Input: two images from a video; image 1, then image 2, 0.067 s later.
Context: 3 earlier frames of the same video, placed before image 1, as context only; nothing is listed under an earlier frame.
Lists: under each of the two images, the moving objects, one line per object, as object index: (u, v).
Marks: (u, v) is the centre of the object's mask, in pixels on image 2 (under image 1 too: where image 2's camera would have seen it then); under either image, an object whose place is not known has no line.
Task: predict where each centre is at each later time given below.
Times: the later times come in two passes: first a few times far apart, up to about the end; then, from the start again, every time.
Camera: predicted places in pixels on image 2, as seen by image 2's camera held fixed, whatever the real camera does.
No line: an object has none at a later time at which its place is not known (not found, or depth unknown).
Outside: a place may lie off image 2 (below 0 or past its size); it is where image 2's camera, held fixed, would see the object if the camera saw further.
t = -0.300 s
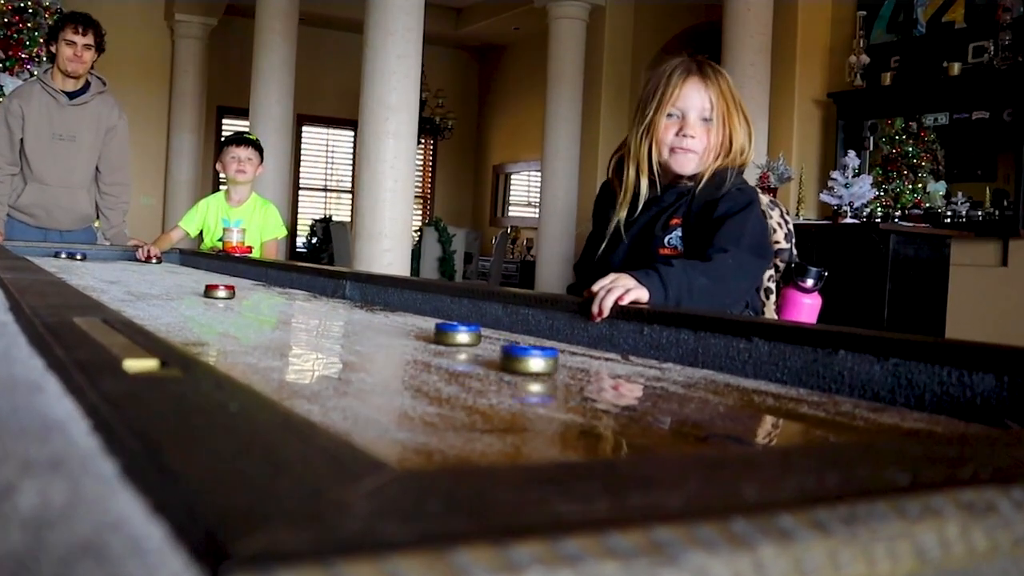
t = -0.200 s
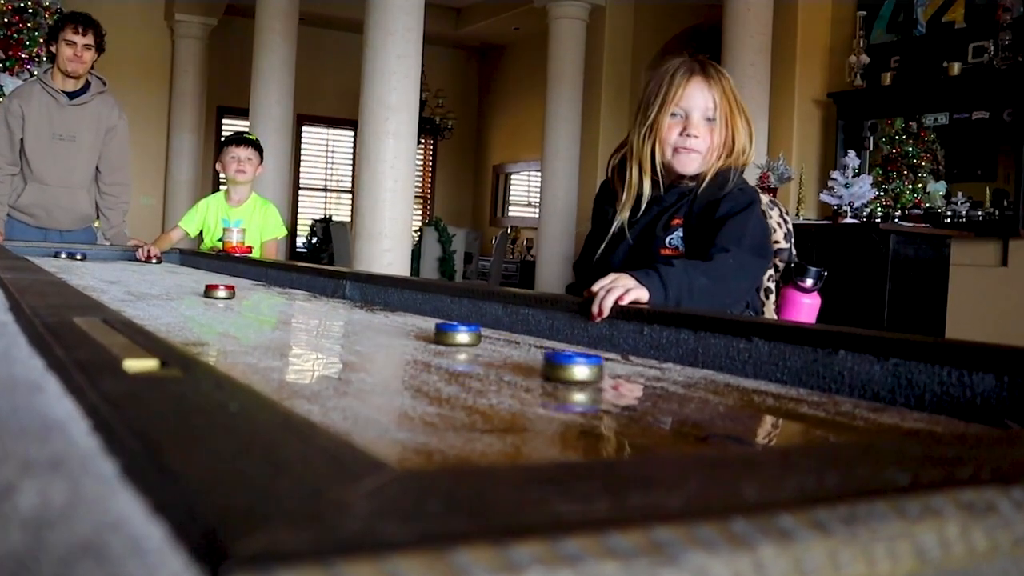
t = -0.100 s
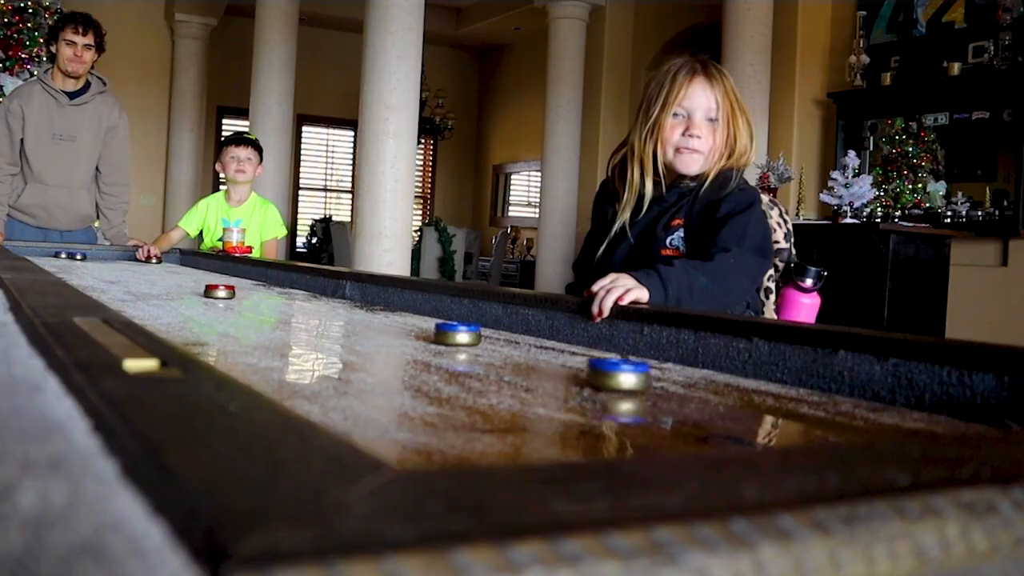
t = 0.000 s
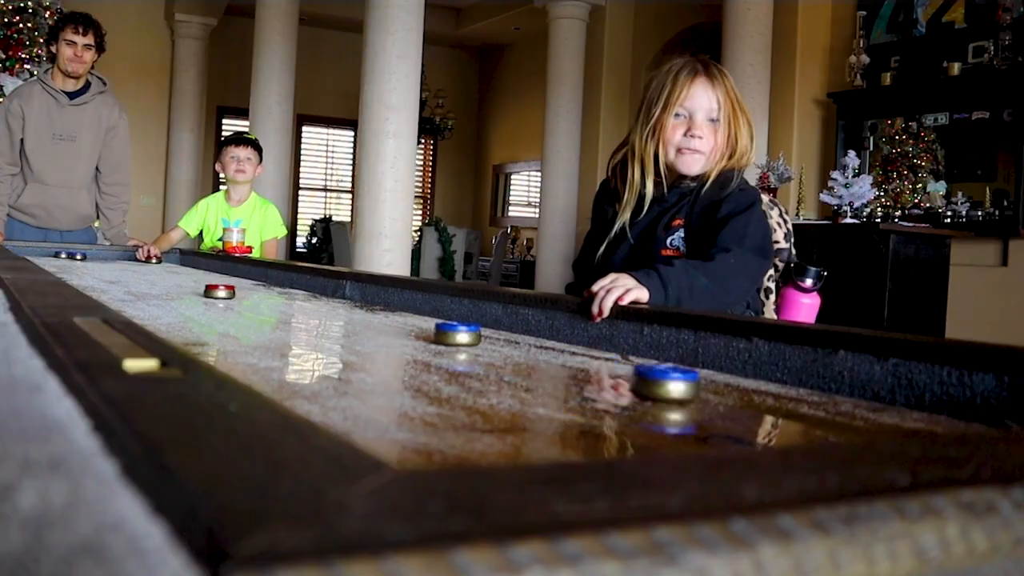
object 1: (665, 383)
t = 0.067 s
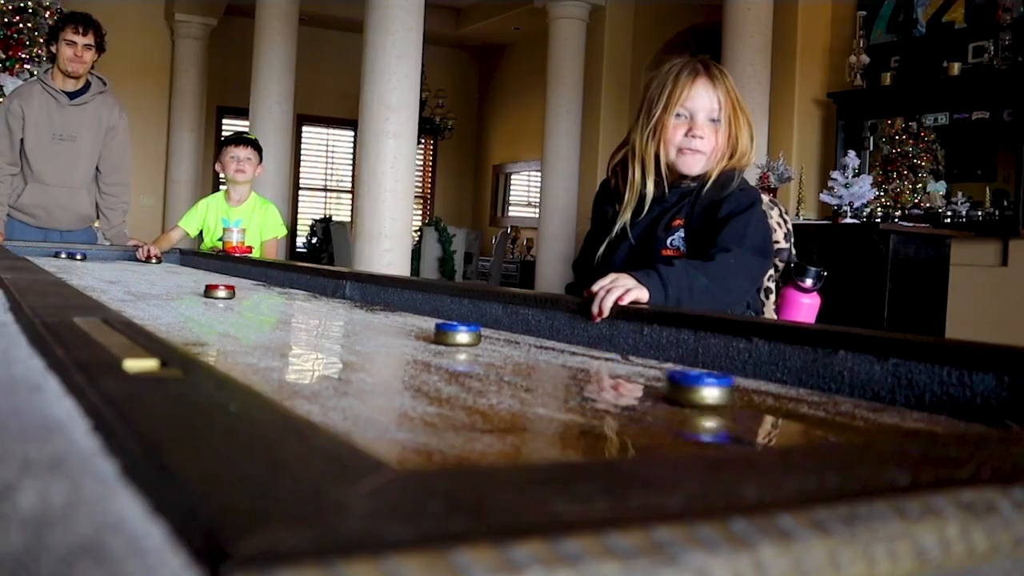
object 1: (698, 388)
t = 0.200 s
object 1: (769, 400)
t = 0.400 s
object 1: (850, 413)
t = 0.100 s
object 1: (716, 391)
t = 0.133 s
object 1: (733, 395)
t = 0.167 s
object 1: (752, 397)
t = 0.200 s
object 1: (769, 400)
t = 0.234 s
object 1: (786, 403)
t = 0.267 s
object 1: (803, 406)
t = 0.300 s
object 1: (818, 408)
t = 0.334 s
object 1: (830, 410)
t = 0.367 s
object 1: (841, 412)
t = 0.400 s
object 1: (850, 413)
